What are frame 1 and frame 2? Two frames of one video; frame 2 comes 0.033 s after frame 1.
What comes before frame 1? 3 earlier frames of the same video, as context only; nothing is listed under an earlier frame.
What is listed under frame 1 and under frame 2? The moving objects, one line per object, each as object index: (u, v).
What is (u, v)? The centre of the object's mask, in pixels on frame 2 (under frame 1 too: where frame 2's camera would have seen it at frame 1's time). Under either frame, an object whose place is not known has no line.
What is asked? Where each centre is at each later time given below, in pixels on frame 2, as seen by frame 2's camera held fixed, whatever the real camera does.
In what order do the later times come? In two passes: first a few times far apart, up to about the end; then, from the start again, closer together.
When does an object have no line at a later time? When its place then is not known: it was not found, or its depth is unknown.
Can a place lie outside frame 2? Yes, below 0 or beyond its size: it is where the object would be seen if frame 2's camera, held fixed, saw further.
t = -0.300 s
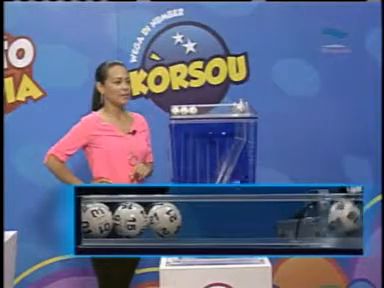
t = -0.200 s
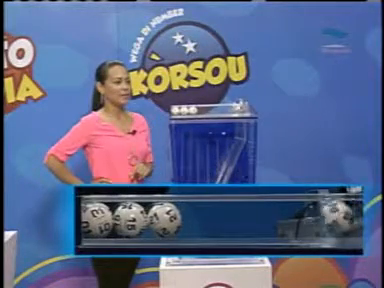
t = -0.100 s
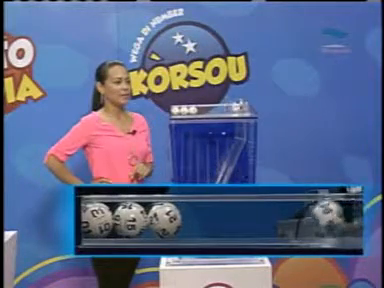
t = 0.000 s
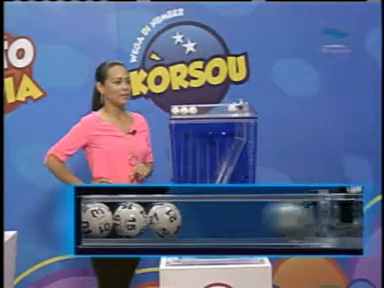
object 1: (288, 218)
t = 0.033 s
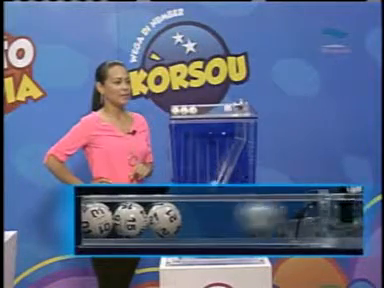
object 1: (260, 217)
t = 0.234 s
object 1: (219, 218)
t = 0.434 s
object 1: (200, 219)
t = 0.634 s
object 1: (199, 219)
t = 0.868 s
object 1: (198, 218)
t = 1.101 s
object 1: (199, 219)
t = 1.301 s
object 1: (199, 219)
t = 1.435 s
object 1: (199, 218)
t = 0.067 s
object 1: (225, 217)
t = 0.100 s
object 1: (205, 217)
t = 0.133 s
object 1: (216, 217)
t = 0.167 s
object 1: (224, 218)
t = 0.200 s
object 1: (224, 218)
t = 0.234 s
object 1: (219, 218)
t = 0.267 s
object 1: (211, 218)
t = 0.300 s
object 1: (205, 217)
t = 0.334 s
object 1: (204, 218)
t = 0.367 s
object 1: (202, 218)
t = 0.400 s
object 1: (200, 218)
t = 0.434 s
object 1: (200, 219)
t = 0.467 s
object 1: (199, 218)
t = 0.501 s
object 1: (199, 219)
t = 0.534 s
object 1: (199, 219)
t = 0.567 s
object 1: (199, 219)
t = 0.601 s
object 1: (199, 219)
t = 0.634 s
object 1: (199, 219)
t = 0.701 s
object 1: (199, 219)
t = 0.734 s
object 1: (199, 219)
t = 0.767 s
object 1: (199, 219)
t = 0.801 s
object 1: (199, 219)
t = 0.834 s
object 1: (198, 219)
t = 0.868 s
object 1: (198, 218)
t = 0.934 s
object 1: (199, 219)
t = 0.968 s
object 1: (199, 219)
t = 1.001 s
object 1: (199, 219)
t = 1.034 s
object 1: (199, 219)
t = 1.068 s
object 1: (199, 219)
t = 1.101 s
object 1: (199, 219)
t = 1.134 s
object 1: (198, 219)
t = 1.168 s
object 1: (198, 219)
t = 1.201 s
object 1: (198, 219)
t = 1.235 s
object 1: (199, 219)
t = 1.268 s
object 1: (199, 219)
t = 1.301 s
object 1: (199, 219)
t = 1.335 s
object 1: (199, 219)
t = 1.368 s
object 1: (199, 219)
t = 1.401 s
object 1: (199, 219)
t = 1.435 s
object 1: (199, 218)
